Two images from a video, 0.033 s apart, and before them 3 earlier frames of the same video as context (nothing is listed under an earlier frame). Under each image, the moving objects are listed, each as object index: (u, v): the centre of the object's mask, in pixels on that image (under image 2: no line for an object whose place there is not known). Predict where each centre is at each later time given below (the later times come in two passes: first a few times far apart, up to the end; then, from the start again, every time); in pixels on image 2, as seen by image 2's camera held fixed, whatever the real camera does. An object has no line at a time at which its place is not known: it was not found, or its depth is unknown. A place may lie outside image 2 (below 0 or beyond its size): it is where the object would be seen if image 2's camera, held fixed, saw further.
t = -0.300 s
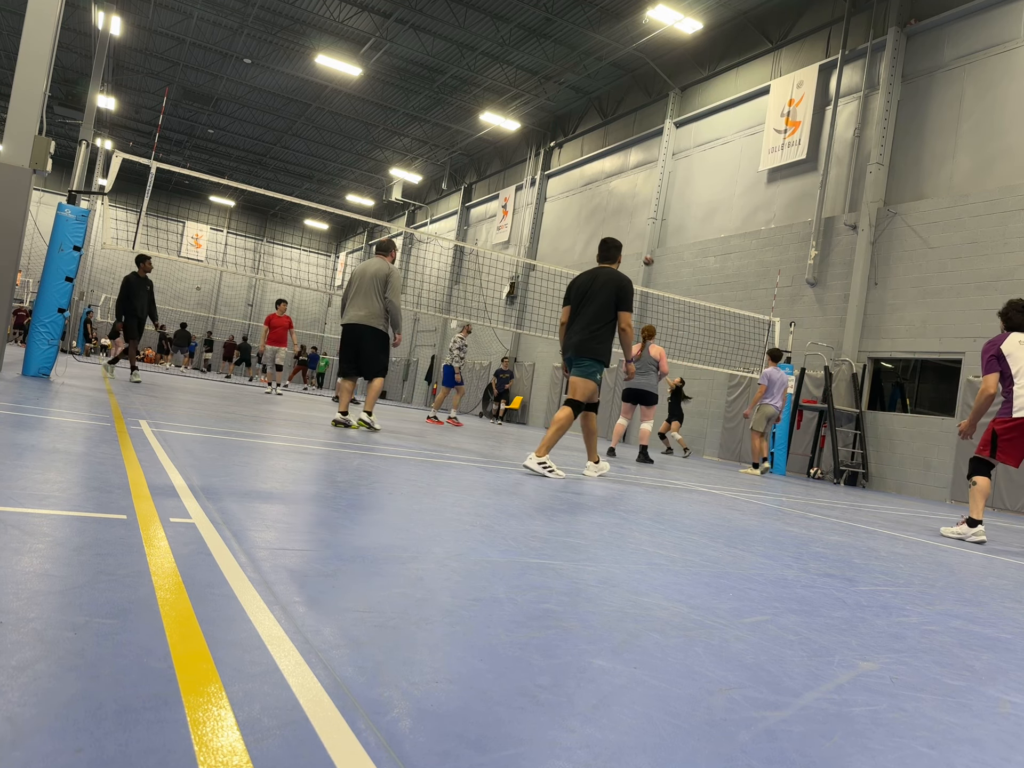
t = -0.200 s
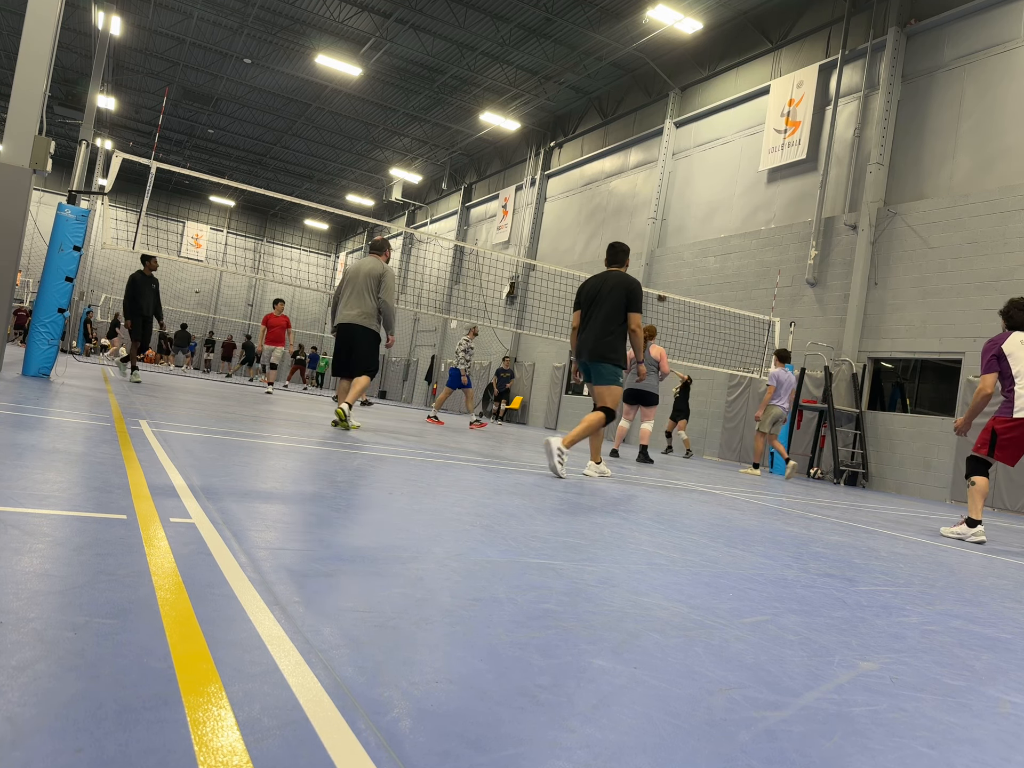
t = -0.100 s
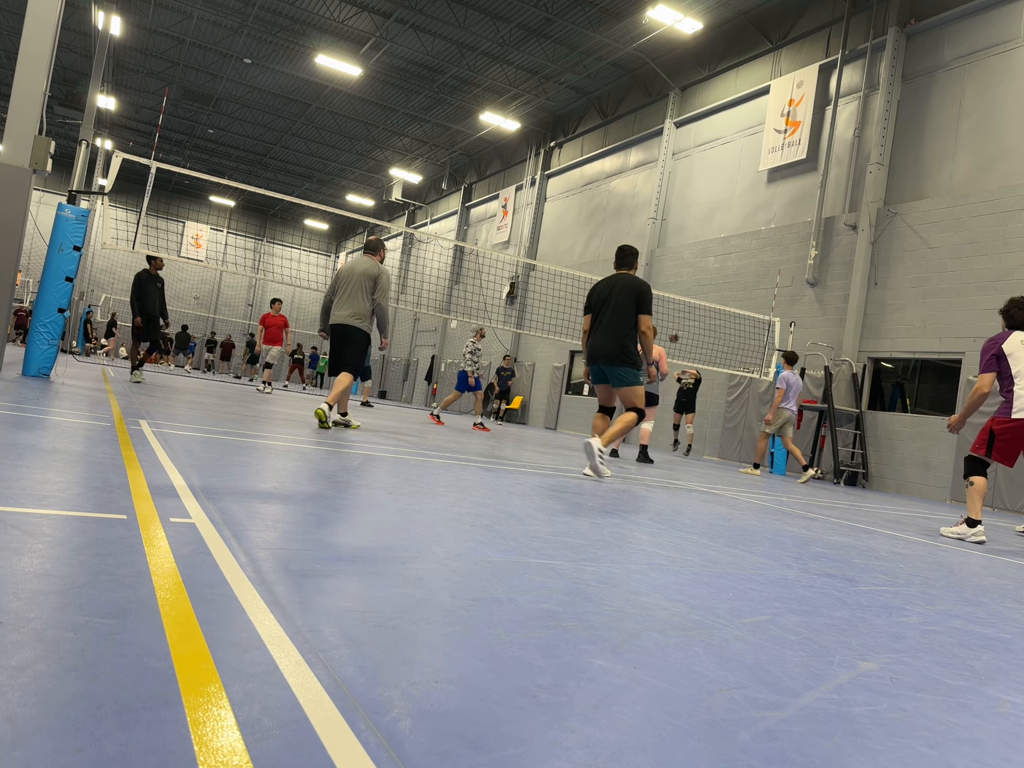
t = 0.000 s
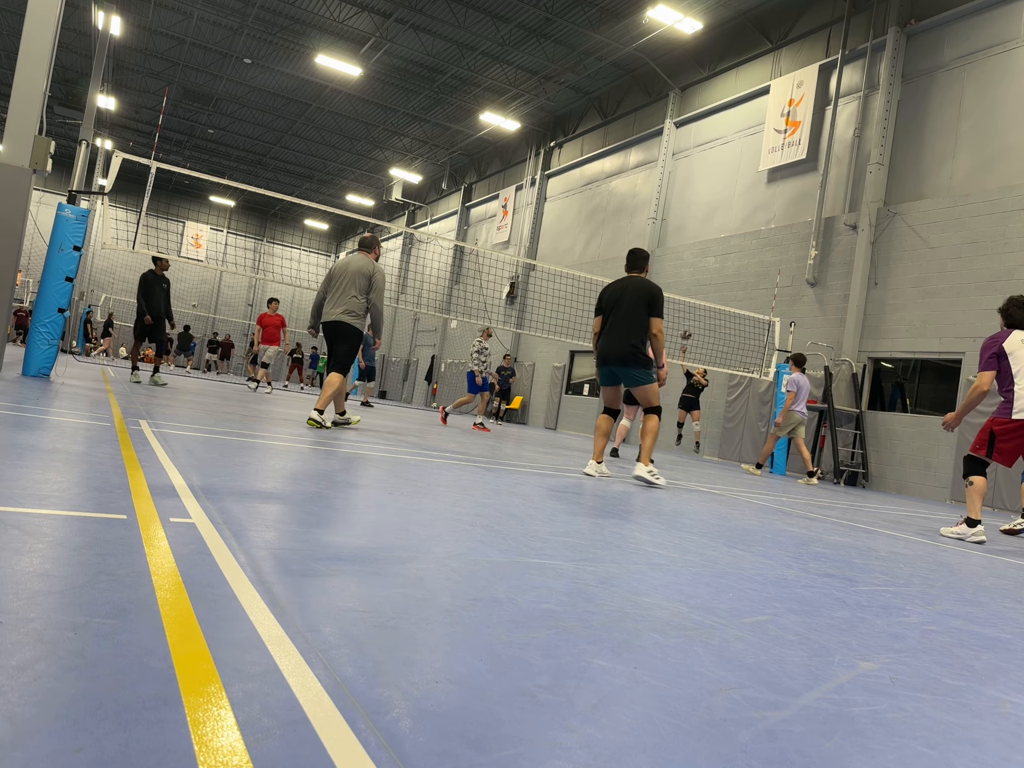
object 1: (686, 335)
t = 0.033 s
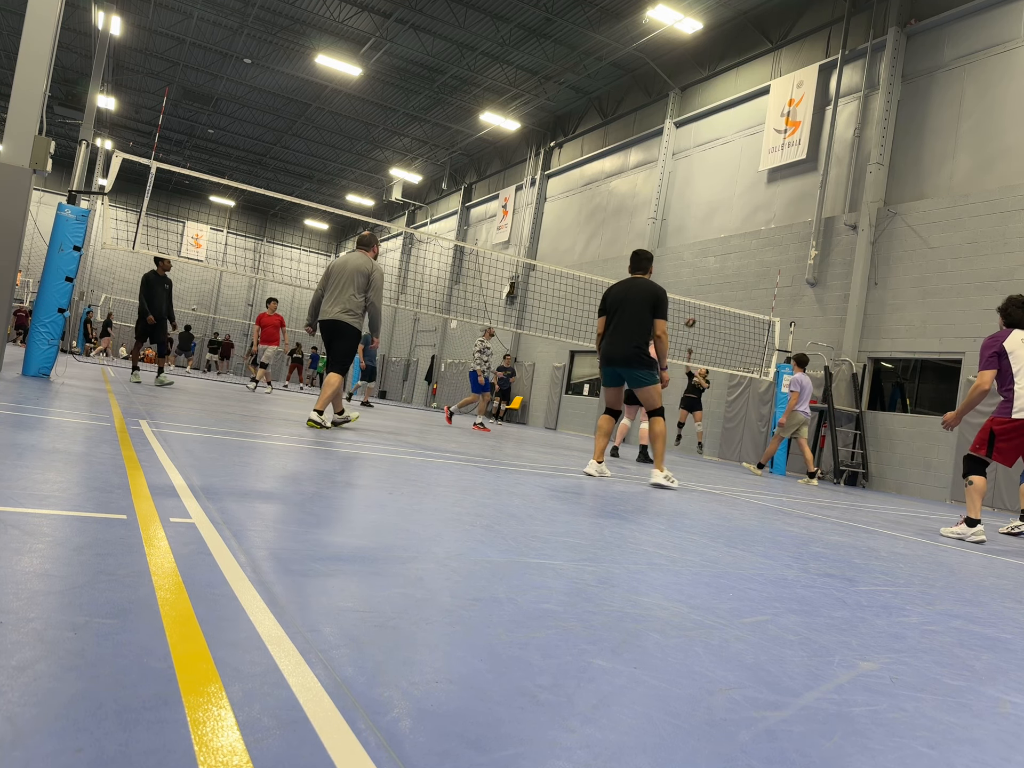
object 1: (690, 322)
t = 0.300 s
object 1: (730, 230)
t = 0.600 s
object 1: (787, 148)
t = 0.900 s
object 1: (866, 109)
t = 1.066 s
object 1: (929, 123)
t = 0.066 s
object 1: (694, 309)
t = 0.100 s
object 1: (700, 296)
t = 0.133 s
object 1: (704, 286)
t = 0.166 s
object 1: (709, 274)
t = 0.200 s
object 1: (714, 263)
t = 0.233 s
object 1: (719, 252)
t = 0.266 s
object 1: (724, 241)
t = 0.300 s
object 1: (730, 230)
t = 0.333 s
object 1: (736, 219)
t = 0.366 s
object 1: (742, 209)
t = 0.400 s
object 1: (748, 199)
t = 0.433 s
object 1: (754, 189)
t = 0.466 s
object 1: (760, 179)
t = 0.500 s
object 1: (766, 171)
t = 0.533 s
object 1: (773, 162)
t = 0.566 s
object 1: (780, 155)
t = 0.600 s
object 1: (787, 148)
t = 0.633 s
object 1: (794, 141)
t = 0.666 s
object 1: (802, 135)
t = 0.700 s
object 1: (810, 128)
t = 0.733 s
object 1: (818, 123)
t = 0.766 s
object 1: (827, 119)
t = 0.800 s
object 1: (835, 116)
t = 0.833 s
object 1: (845, 113)
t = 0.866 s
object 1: (856, 111)
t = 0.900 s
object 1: (866, 109)
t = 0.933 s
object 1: (877, 110)
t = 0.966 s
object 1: (890, 111)
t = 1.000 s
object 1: (902, 113)
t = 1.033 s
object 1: (915, 117)
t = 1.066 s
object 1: (929, 123)
